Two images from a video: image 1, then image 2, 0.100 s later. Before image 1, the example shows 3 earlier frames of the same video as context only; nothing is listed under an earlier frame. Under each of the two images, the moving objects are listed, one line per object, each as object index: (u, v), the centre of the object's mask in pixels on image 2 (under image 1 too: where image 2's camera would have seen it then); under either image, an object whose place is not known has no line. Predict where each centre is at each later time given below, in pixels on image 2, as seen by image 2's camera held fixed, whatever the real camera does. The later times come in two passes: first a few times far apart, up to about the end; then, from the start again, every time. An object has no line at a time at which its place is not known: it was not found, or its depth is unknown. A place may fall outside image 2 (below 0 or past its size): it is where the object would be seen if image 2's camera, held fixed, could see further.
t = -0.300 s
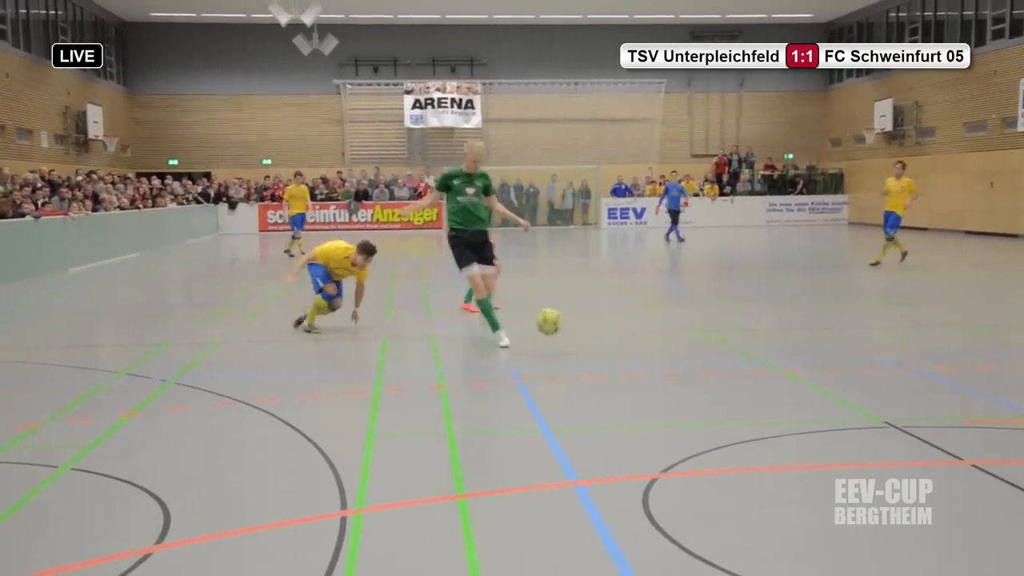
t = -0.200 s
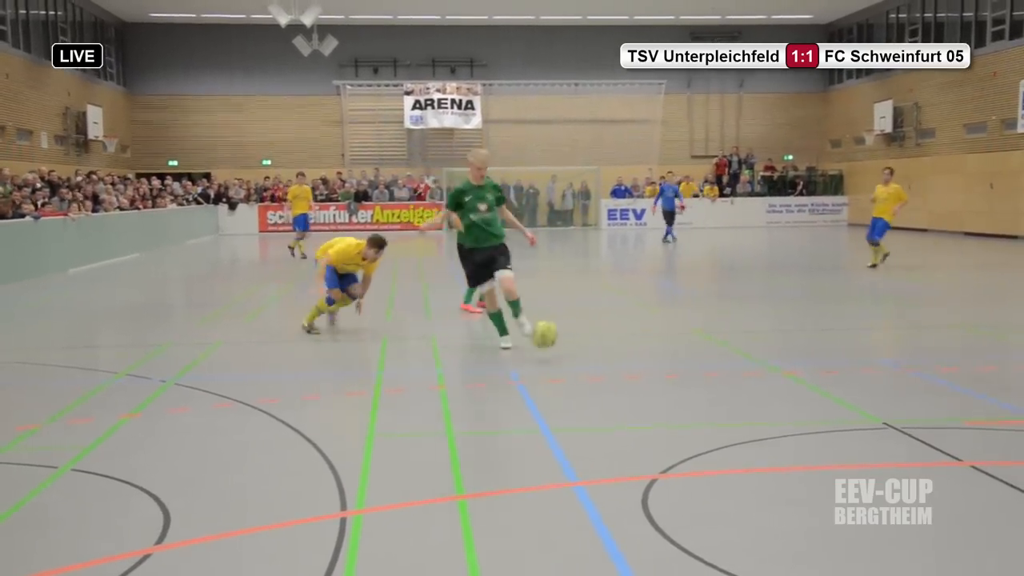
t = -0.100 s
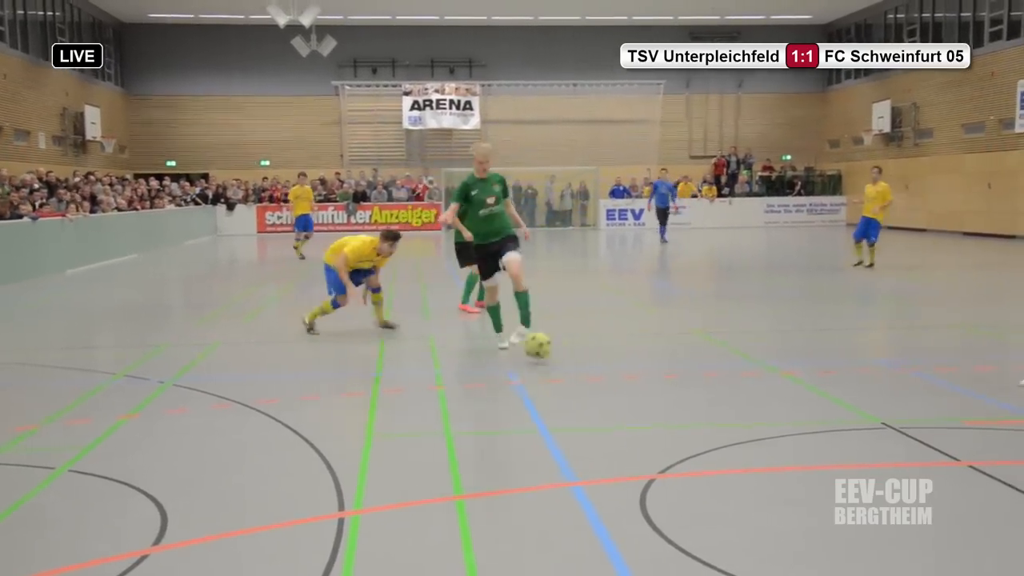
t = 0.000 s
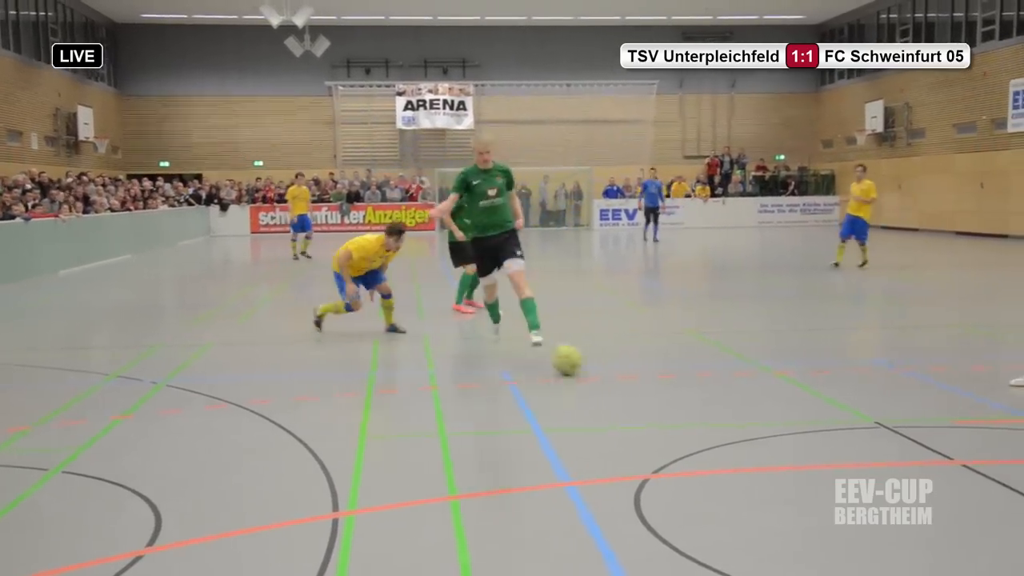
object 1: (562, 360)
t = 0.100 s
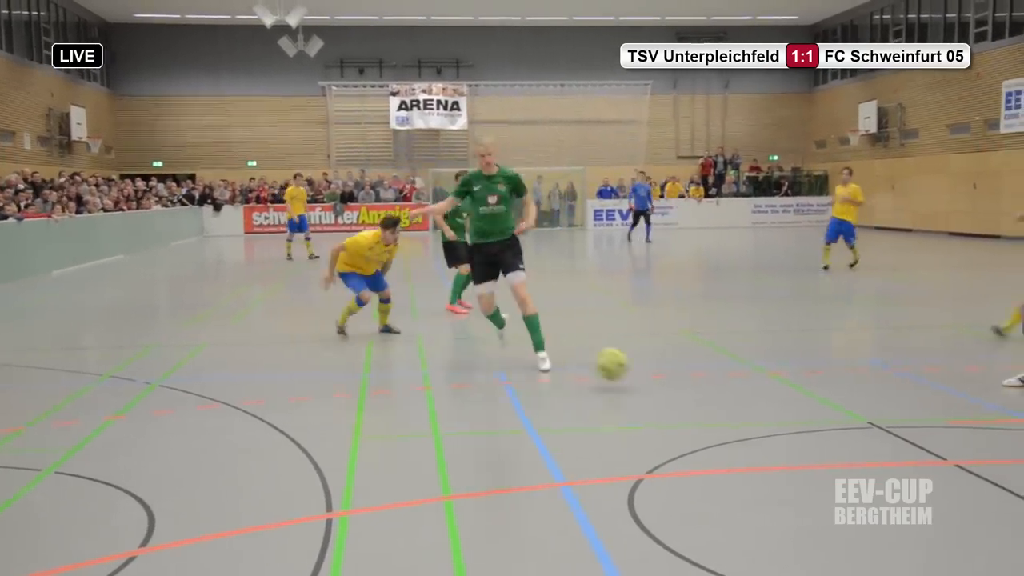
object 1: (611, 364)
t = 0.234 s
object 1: (689, 391)
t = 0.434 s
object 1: (825, 427)
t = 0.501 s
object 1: (879, 446)
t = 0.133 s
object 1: (629, 368)
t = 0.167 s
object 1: (648, 374)
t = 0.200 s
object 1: (667, 381)
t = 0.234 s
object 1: (689, 391)
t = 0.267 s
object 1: (712, 400)
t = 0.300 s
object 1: (732, 401)
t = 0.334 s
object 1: (753, 405)
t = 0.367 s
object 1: (776, 410)
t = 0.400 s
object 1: (800, 417)
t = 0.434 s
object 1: (825, 427)
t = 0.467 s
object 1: (853, 442)
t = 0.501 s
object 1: (879, 446)
